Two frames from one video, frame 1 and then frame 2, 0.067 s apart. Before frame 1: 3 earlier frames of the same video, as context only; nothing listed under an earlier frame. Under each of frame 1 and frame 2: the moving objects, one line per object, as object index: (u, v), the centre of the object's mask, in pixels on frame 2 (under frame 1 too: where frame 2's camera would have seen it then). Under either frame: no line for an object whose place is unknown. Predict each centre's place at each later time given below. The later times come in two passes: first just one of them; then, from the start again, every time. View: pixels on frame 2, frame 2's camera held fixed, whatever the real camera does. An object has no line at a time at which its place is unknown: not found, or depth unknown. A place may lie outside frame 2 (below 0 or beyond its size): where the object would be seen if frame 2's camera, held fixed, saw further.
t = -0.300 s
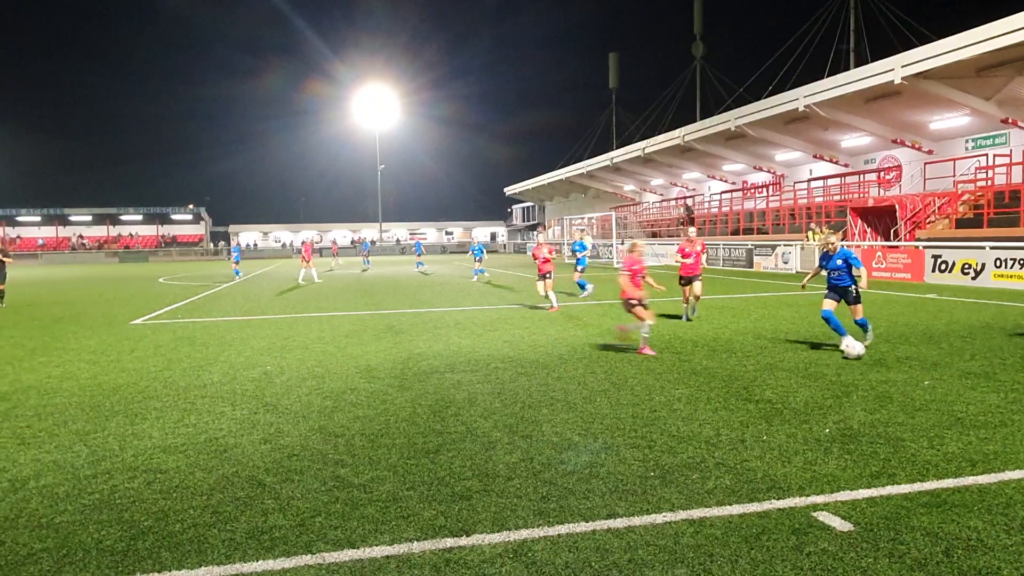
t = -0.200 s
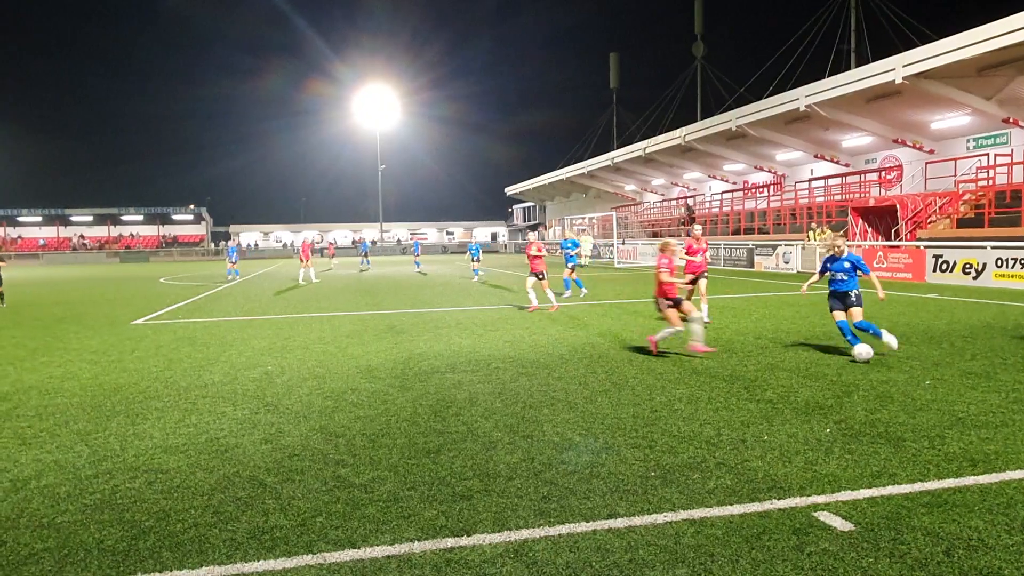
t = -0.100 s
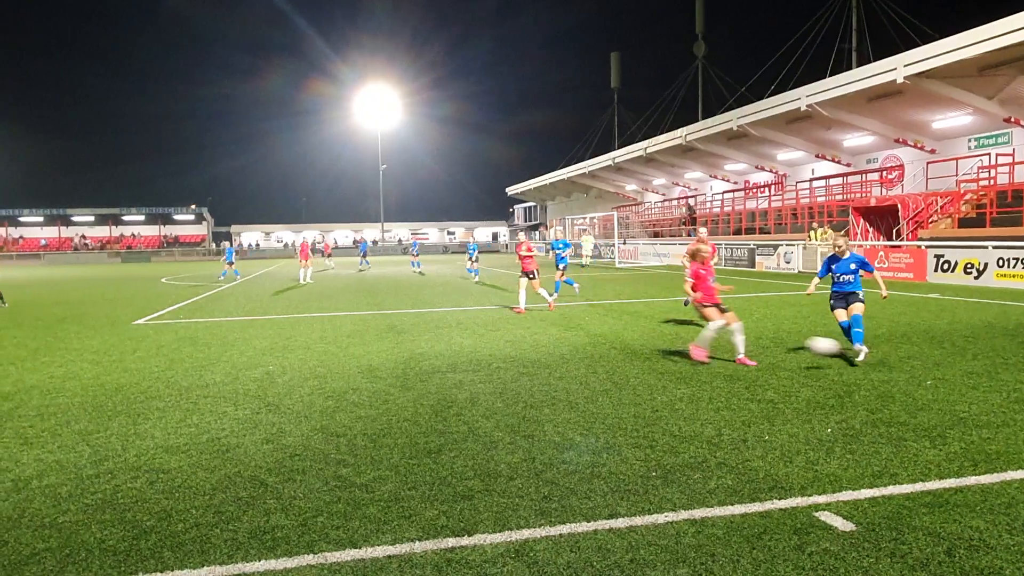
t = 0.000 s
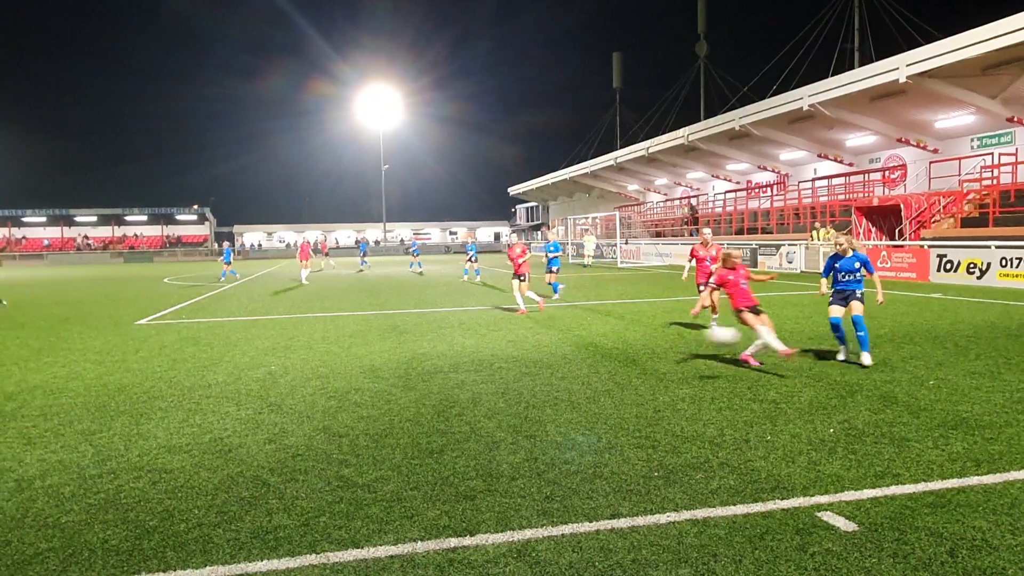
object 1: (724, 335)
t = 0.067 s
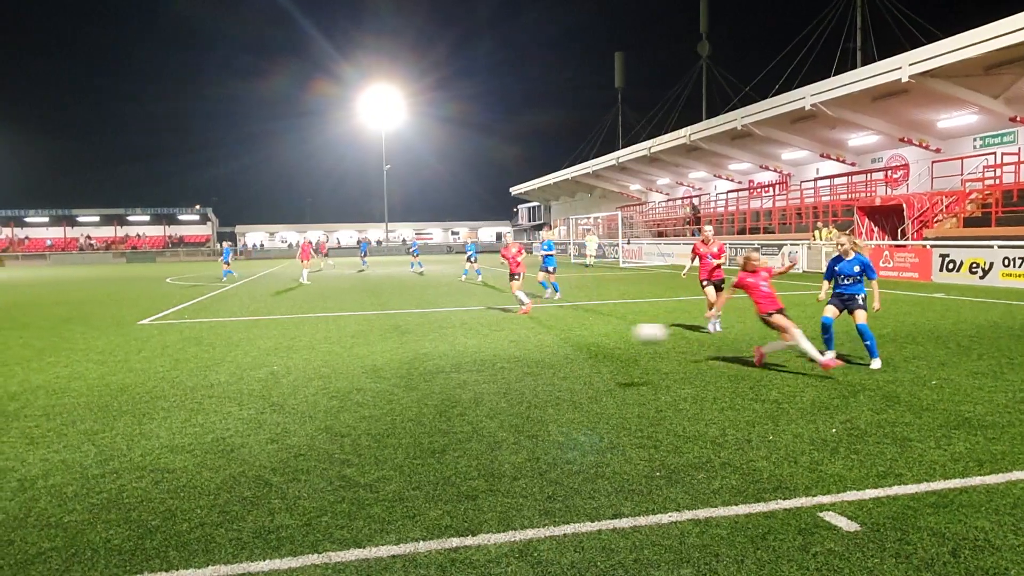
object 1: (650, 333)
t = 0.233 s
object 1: (434, 345)
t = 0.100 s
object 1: (610, 333)
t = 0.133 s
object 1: (569, 334)
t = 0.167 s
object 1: (526, 337)
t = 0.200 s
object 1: (482, 340)
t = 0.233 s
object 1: (434, 345)
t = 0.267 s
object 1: (387, 350)
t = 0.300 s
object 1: (336, 358)
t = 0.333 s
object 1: (285, 367)
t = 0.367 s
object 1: (231, 378)
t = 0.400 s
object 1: (175, 390)
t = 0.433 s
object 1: (118, 404)
